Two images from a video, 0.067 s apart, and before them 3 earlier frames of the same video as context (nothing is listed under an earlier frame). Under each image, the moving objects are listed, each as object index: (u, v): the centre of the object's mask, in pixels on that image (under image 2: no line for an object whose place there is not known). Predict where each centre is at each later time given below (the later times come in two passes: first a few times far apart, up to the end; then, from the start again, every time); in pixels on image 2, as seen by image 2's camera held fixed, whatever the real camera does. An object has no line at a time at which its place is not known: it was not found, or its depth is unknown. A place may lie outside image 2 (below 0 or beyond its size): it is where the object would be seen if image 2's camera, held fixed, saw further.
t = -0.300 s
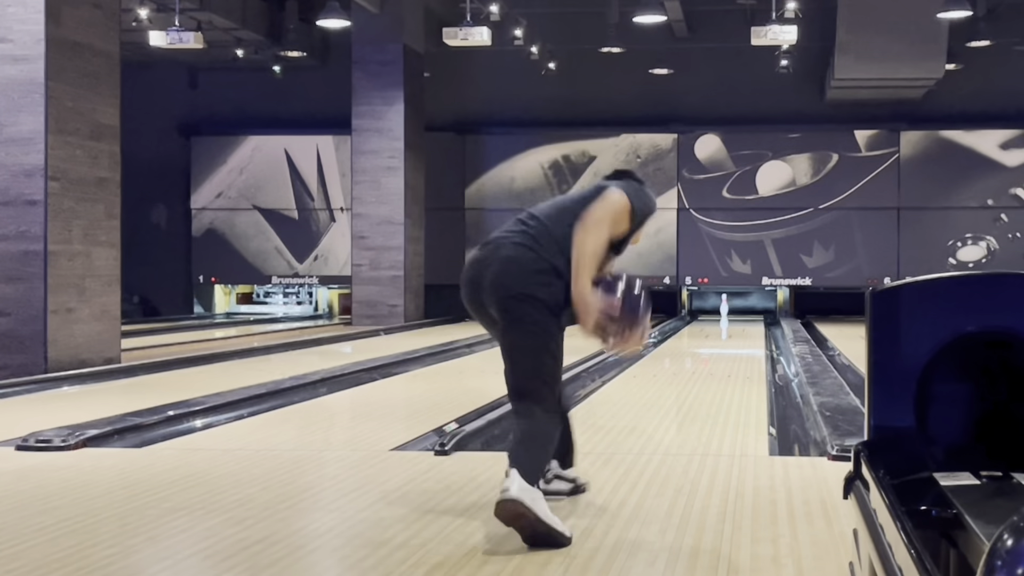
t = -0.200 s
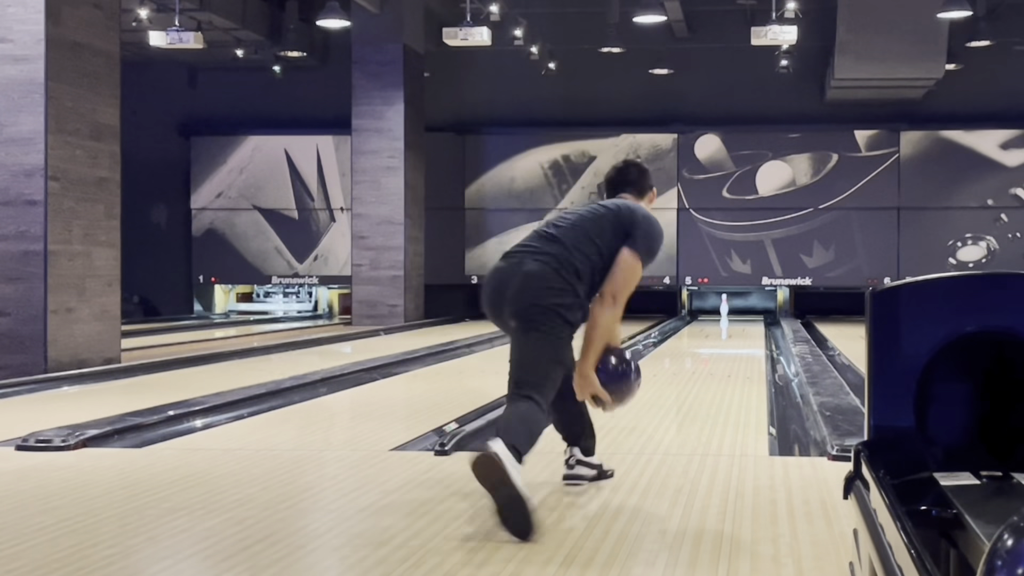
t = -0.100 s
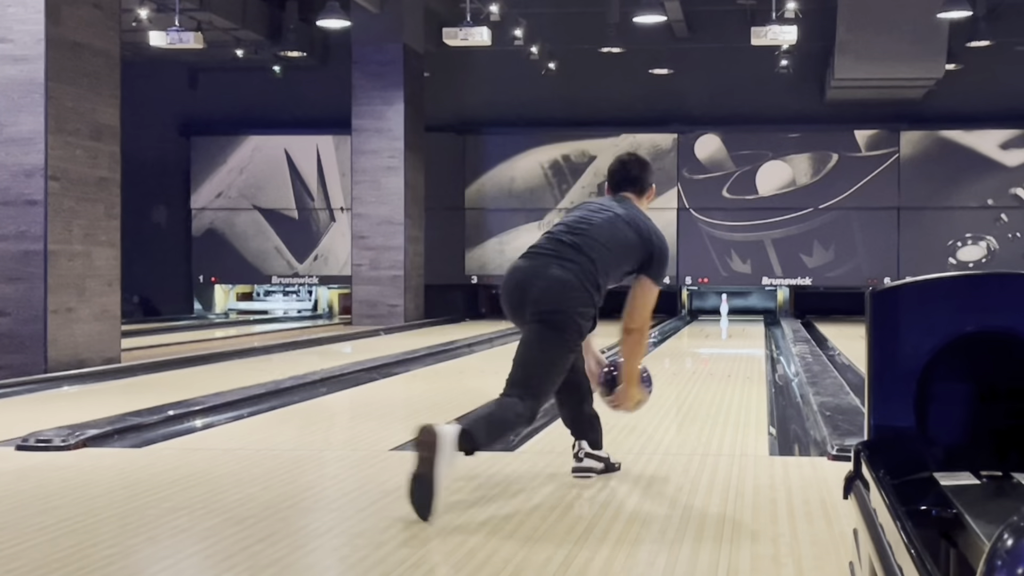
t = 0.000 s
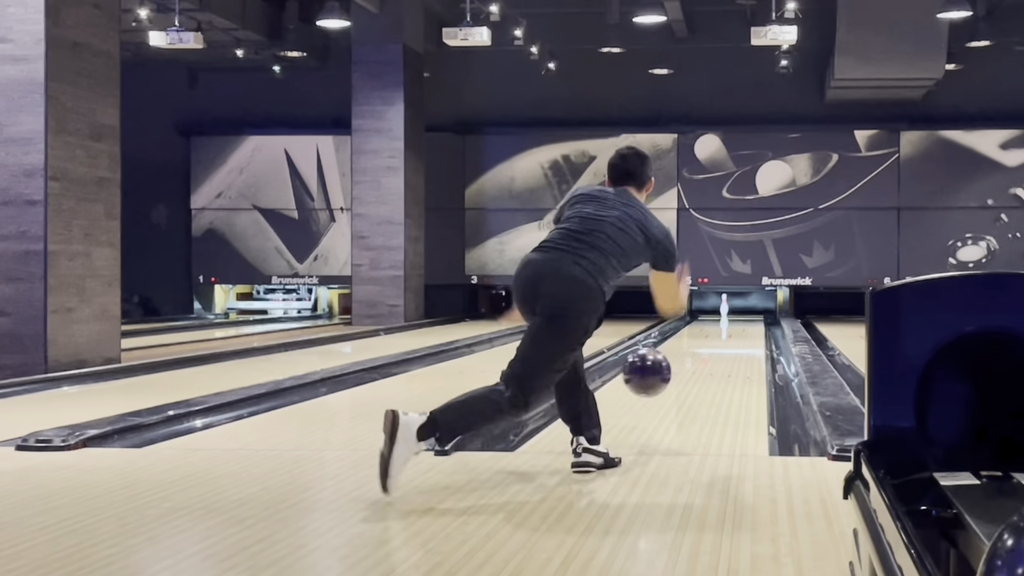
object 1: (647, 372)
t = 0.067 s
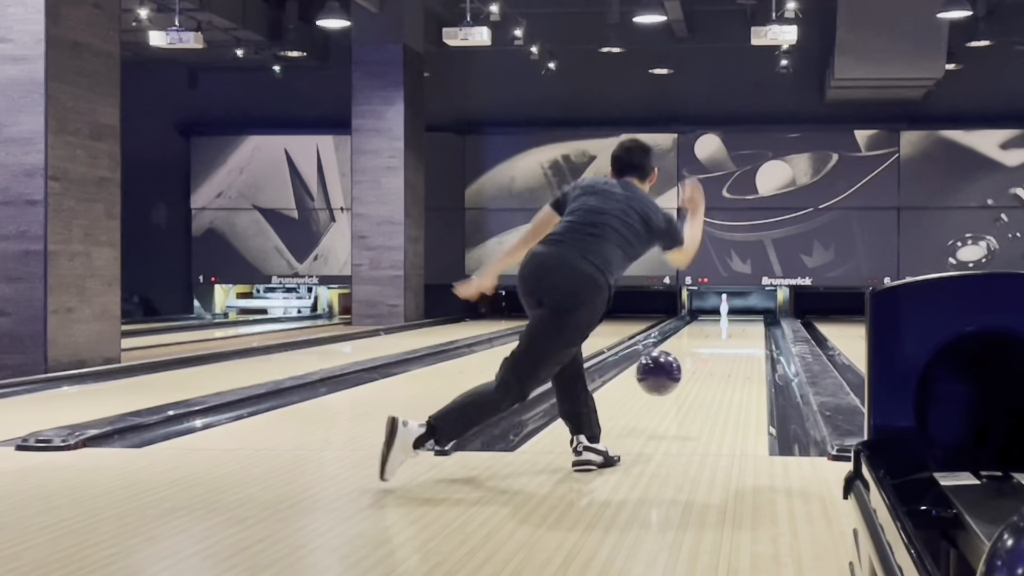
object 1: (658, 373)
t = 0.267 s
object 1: (686, 386)
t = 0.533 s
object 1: (711, 366)
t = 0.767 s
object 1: (724, 353)
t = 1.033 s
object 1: (736, 342)
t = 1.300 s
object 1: (743, 334)
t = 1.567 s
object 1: (748, 328)
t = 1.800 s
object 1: (750, 323)
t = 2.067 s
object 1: (751, 318)
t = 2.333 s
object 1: (748, 316)
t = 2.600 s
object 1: (740, 313)
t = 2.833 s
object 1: (733, 311)
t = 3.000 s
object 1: (734, 309)
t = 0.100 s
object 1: (664, 377)
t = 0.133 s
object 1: (669, 382)
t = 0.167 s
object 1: (674, 389)
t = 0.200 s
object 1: (679, 394)
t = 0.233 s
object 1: (683, 389)
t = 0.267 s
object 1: (686, 386)
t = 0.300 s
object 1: (690, 384)
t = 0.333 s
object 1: (694, 380)
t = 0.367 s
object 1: (697, 377)
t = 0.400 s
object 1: (700, 375)
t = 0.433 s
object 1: (703, 372)
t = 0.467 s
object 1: (706, 370)
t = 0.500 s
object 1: (708, 368)
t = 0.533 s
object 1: (711, 366)
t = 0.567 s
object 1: (713, 364)
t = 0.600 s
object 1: (715, 362)
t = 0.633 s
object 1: (717, 360)
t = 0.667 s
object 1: (719, 358)
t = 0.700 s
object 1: (721, 356)
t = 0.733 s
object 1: (723, 355)
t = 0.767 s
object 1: (724, 353)
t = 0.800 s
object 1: (726, 352)
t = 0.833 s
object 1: (727, 351)
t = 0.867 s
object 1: (729, 349)
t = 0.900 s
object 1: (730, 347)
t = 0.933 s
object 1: (732, 346)
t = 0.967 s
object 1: (733, 345)
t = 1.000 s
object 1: (734, 344)
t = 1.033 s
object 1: (736, 342)
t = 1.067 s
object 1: (737, 341)
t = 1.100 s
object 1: (738, 340)
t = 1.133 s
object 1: (739, 339)
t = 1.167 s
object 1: (740, 338)
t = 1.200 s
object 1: (741, 337)
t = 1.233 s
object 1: (741, 336)
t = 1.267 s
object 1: (742, 335)
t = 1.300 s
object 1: (743, 334)
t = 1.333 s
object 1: (744, 333)
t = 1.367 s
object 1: (745, 332)
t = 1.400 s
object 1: (745, 331)
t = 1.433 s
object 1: (746, 331)
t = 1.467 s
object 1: (747, 330)
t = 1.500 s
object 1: (747, 329)
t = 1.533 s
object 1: (747, 329)
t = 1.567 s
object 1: (748, 328)
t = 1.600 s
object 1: (748, 327)
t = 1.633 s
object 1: (749, 326)
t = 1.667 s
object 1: (749, 325)
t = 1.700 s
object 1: (750, 325)
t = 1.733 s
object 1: (750, 324)
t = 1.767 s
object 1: (750, 324)
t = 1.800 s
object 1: (750, 323)
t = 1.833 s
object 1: (750, 322)
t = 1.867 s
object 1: (751, 322)
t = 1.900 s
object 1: (751, 321)
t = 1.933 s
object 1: (751, 320)
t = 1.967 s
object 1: (751, 320)
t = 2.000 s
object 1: (751, 319)
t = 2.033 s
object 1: (751, 319)
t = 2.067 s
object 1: (751, 318)
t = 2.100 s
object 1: (750, 318)
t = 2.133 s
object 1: (750, 317)
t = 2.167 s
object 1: (750, 317)
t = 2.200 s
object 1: (749, 317)
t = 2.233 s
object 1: (749, 316)
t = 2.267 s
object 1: (749, 316)
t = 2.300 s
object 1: (748, 315)
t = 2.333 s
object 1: (748, 316)
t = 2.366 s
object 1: (746, 315)
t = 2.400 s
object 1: (746, 315)
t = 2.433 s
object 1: (745, 315)
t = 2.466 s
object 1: (745, 315)
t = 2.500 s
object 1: (743, 314)
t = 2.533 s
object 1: (742, 314)
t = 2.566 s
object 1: (741, 314)
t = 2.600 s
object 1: (740, 313)
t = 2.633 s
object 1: (739, 313)
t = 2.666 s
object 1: (738, 313)
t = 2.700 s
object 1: (737, 312)
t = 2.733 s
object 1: (735, 312)
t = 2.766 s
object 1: (734, 311)
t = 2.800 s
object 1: (734, 311)
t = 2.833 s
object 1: (733, 311)
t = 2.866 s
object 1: (733, 311)
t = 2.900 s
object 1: (733, 310)
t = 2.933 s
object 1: (733, 310)
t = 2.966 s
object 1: (734, 309)
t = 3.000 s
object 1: (734, 309)
